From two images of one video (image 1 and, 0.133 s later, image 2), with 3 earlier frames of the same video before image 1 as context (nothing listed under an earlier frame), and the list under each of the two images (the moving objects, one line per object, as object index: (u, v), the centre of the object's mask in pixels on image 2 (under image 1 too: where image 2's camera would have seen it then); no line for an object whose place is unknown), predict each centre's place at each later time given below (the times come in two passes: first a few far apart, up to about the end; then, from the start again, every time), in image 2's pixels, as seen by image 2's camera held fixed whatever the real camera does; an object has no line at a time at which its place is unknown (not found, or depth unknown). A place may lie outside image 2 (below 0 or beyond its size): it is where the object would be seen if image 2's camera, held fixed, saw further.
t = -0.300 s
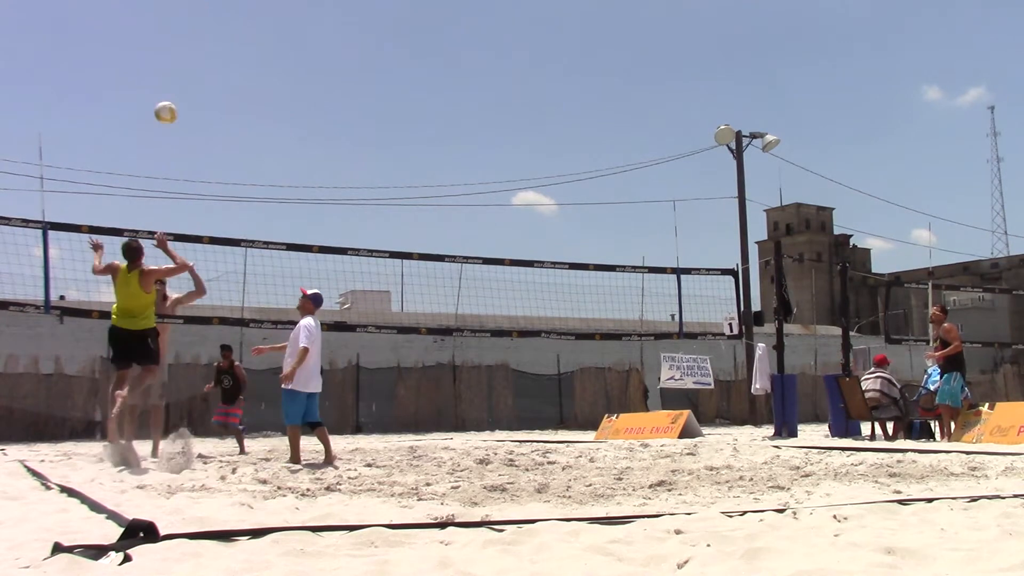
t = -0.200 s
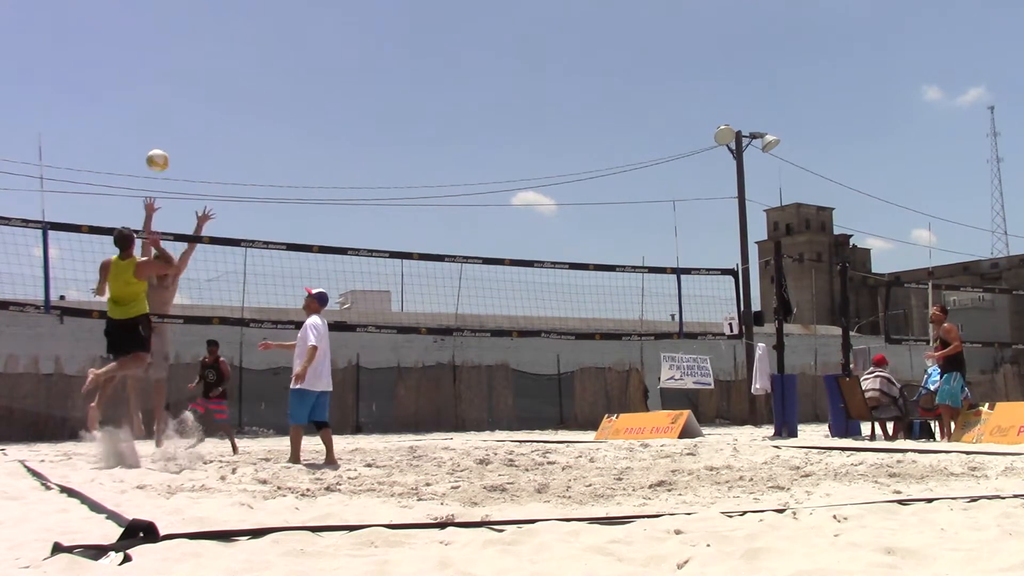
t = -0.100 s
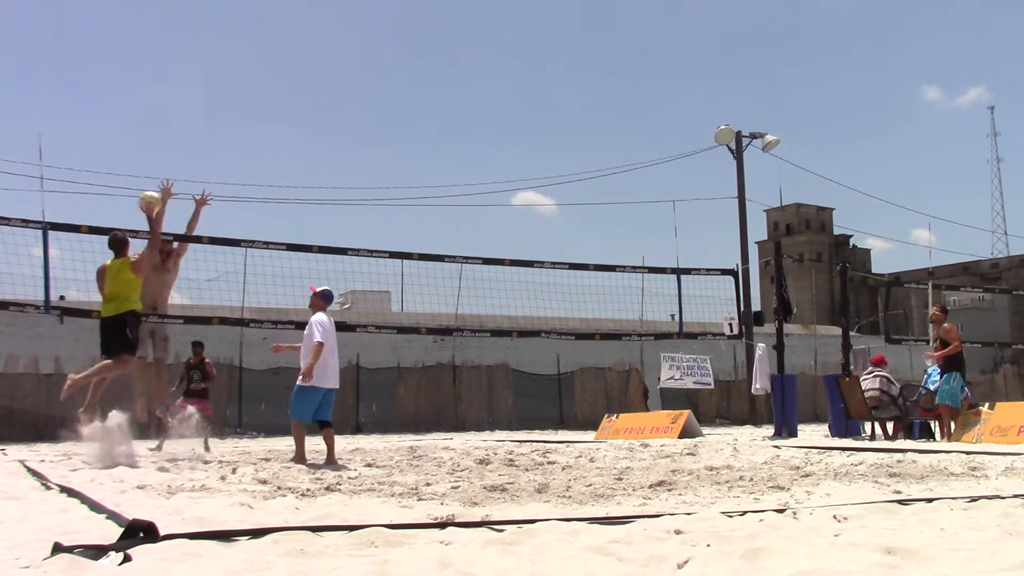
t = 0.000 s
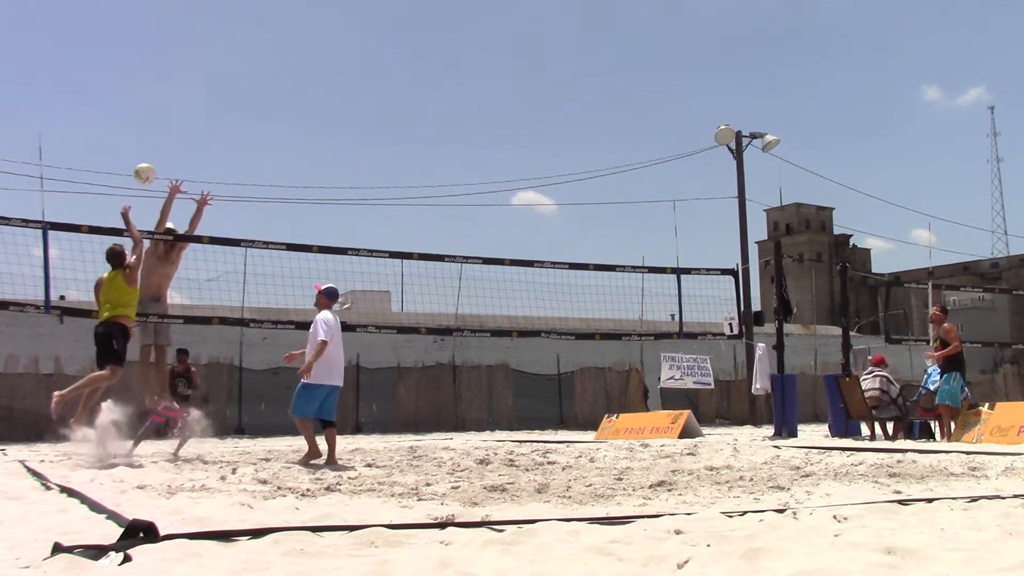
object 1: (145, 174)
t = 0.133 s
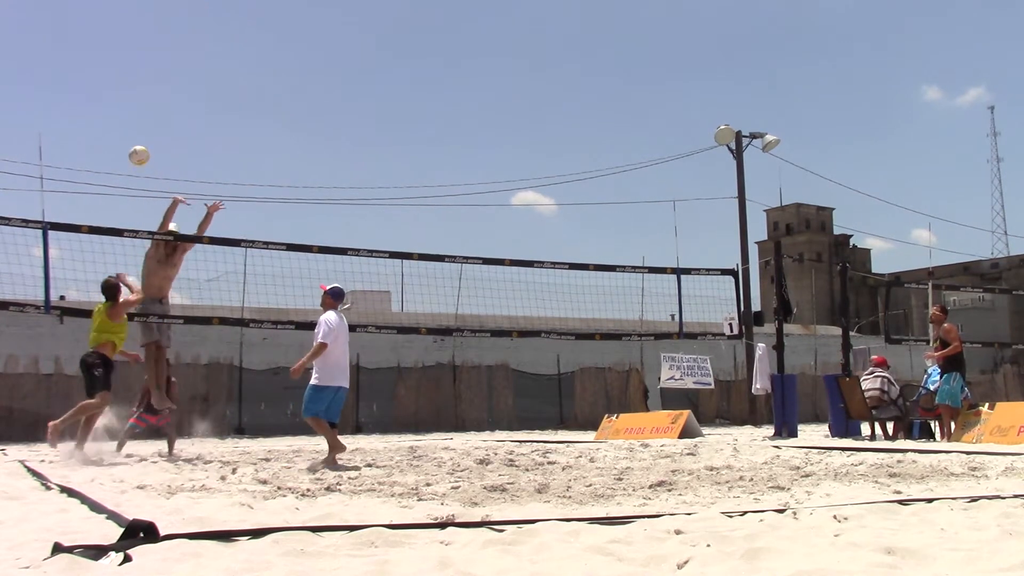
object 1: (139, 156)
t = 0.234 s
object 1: (134, 153)
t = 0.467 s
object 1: (123, 179)
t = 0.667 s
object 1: (114, 225)
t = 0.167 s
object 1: (137, 154)
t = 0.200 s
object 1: (136, 154)
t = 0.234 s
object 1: (134, 153)
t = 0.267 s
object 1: (133, 154)
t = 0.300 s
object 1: (131, 156)
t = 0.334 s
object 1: (130, 159)
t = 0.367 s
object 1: (128, 163)
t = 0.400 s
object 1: (127, 168)
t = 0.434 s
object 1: (125, 173)
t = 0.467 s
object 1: (123, 179)
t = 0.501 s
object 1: (122, 186)
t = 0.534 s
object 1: (119, 193)
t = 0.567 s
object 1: (118, 201)
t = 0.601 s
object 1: (117, 210)
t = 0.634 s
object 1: (115, 219)
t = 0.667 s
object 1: (114, 225)
